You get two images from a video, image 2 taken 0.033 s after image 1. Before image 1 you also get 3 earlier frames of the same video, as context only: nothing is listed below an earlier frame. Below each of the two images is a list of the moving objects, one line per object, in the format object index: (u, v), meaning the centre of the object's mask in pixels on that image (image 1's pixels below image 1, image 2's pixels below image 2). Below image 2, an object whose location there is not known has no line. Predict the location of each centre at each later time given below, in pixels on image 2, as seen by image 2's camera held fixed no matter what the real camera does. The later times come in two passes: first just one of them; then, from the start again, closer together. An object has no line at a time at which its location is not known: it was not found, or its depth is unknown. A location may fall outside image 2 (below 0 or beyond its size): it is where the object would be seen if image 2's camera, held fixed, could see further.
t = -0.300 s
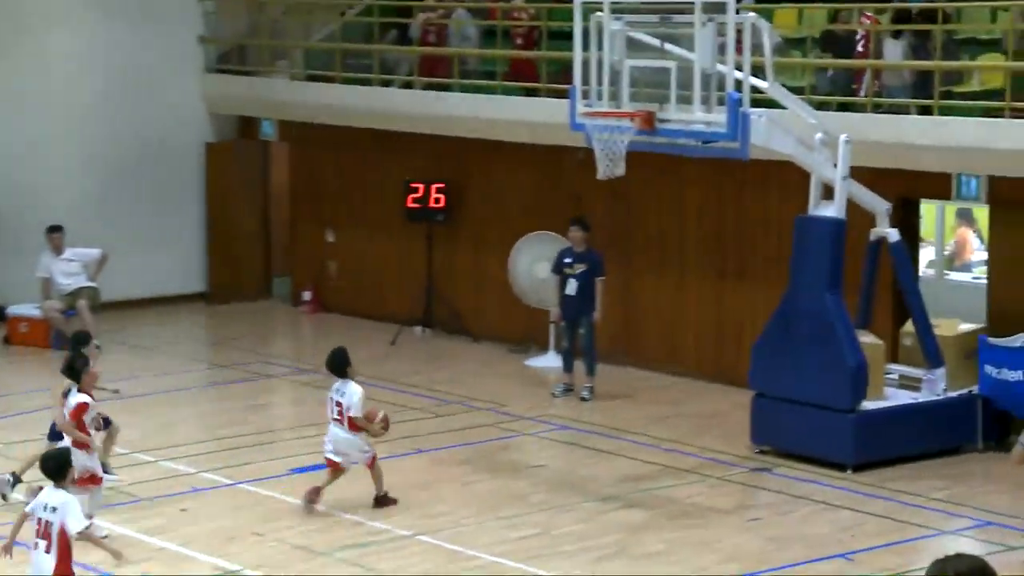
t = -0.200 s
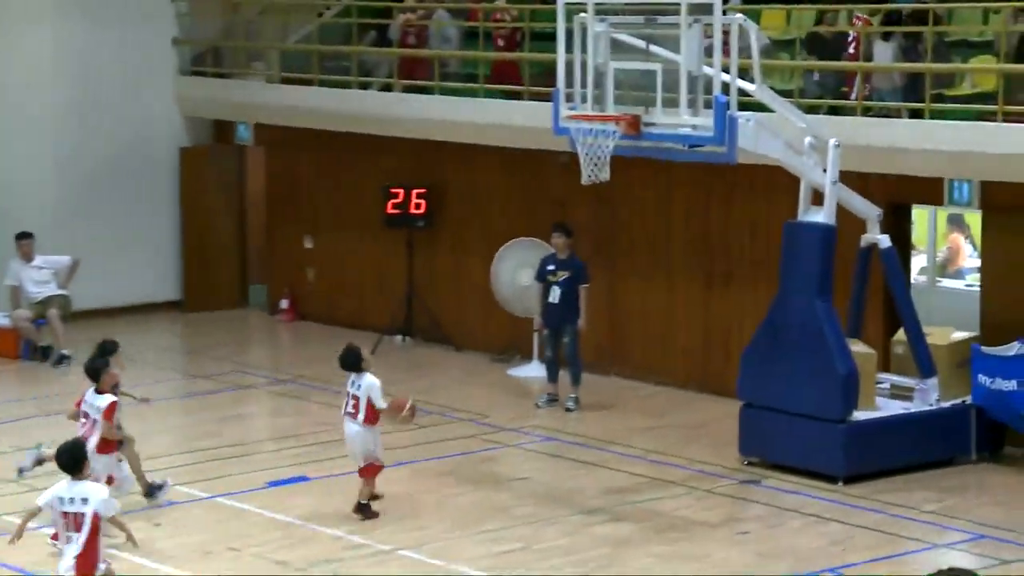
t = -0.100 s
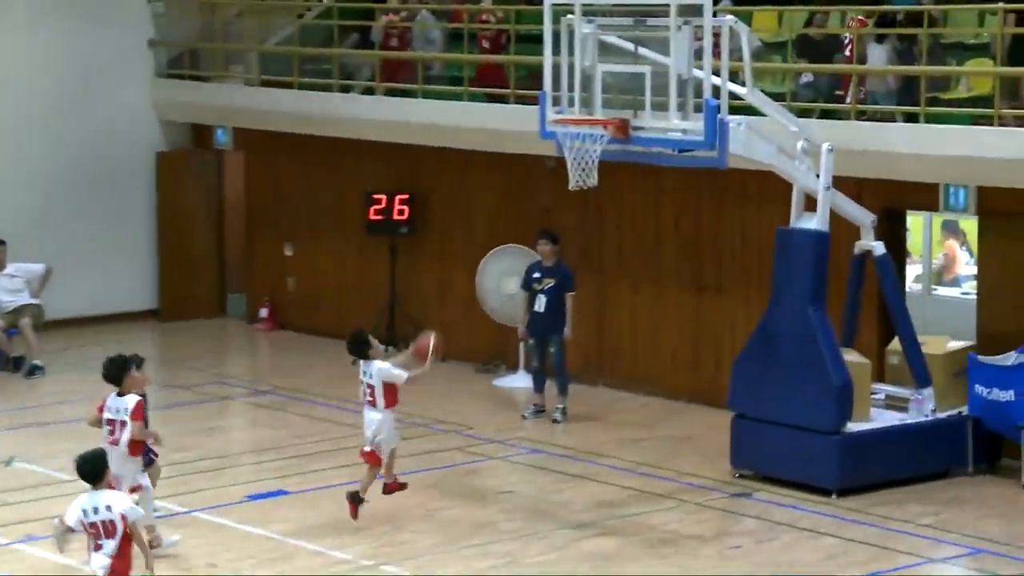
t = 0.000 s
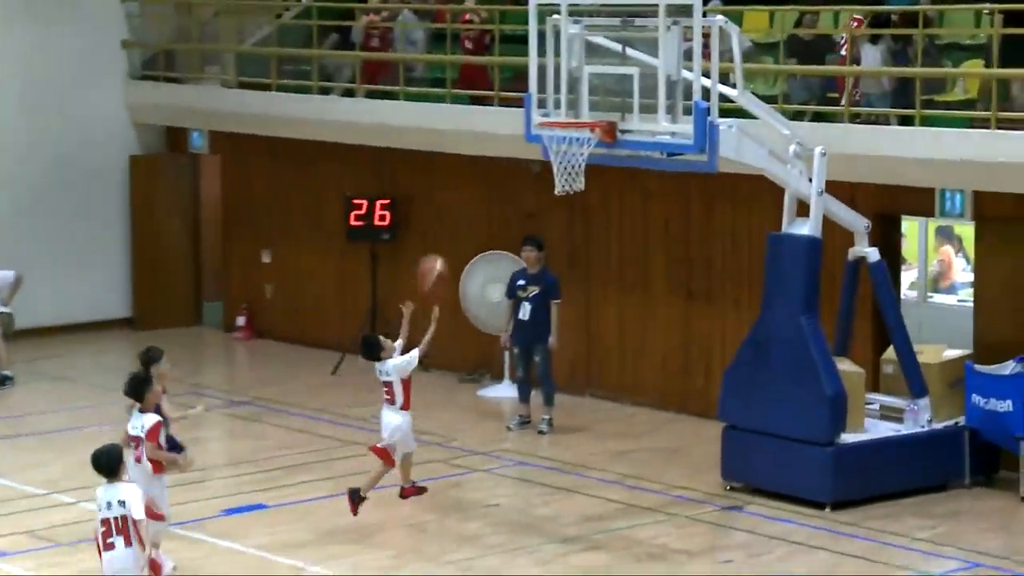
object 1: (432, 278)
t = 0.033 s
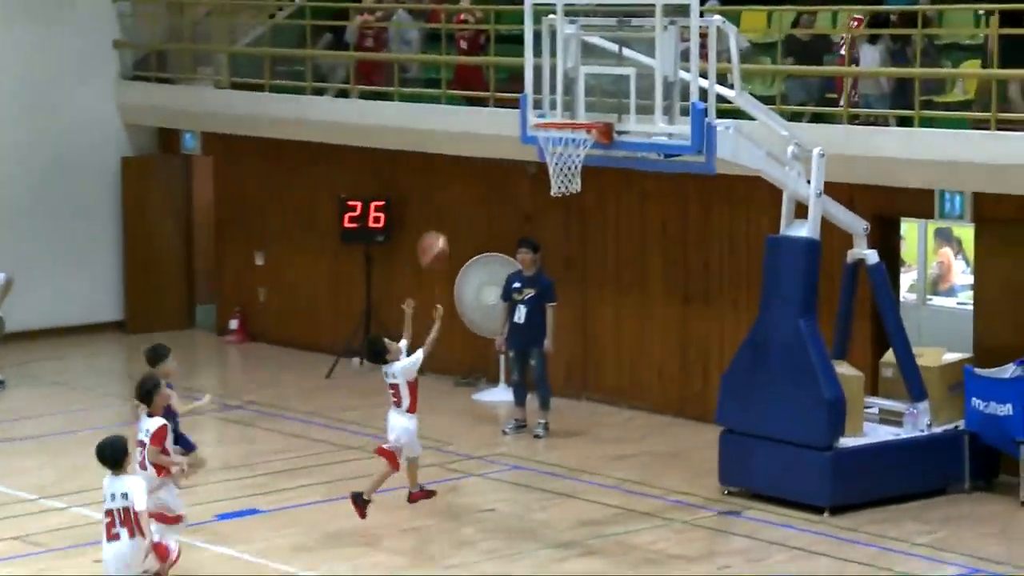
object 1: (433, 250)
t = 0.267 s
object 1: (474, 109)
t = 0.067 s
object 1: (438, 224)
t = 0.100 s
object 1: (445, 205)
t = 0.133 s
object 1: (451, 183)
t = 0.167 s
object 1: (456, 165)
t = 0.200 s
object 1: (461, 143)
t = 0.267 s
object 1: (474, 109)
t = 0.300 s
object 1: (481, 93)
